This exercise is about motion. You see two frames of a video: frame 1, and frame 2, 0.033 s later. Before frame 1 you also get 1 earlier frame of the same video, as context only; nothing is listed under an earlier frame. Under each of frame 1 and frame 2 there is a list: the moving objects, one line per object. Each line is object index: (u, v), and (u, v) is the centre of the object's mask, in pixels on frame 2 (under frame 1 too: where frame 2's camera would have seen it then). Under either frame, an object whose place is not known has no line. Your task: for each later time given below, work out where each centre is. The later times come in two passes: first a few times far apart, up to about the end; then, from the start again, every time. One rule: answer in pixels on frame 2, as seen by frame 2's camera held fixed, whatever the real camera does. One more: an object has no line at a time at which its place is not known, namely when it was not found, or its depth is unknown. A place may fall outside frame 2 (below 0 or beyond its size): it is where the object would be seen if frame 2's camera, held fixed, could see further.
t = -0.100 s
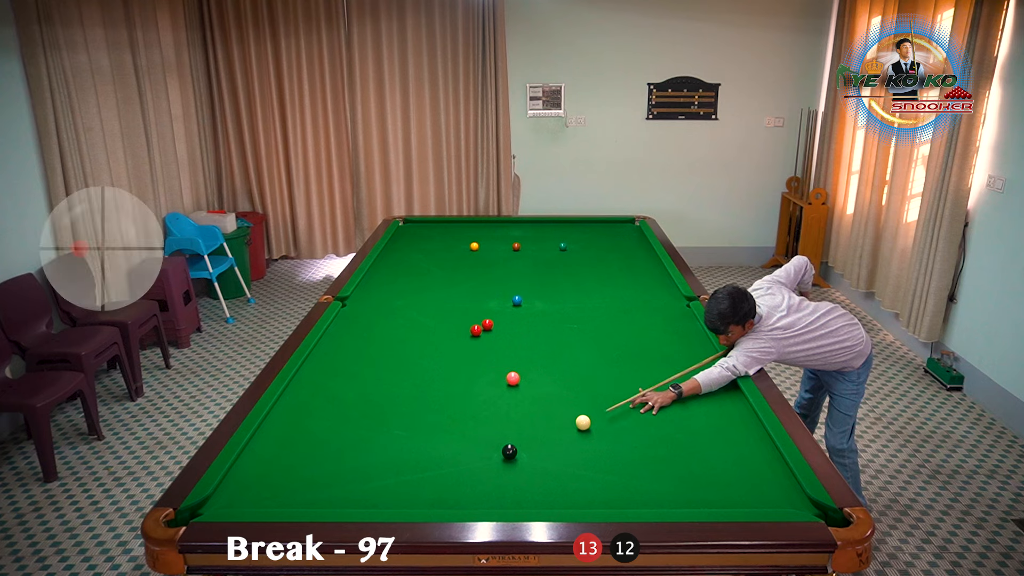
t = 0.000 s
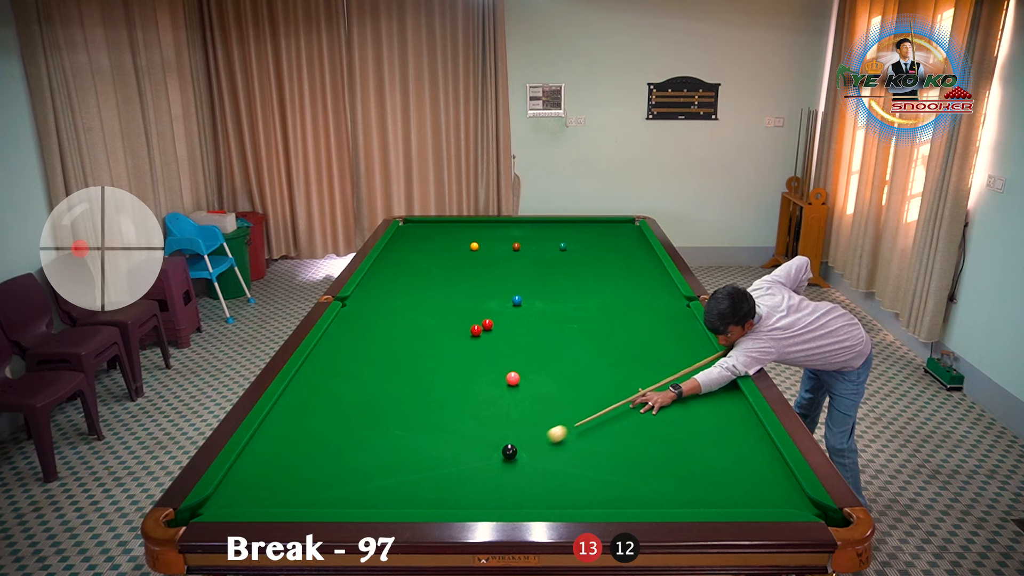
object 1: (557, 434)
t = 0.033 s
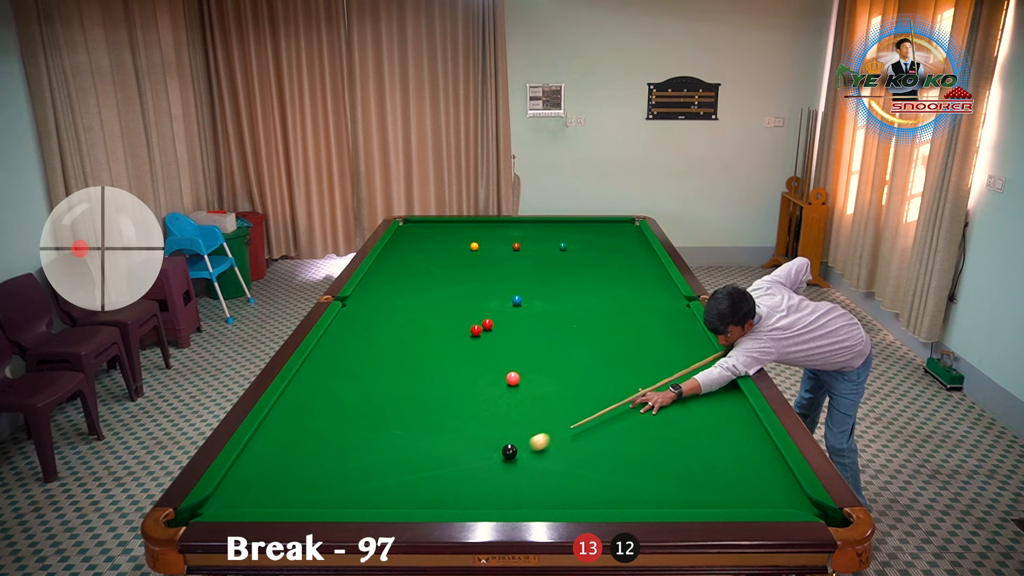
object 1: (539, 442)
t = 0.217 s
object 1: (528, 470)
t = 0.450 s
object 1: (521, 504)
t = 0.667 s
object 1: (529, 486)
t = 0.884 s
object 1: (537, 467)
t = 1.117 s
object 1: (544, 449)
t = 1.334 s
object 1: (550, 435)
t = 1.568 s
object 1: (556, 421)
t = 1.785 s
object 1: (560, 410)
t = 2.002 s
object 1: (564, 399)
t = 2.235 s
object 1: (568, 390)
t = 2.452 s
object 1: (572, 382)
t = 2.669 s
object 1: (575, 375)
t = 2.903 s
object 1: (577, 368)
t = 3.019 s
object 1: (579, 365)
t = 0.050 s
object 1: (531, 446)
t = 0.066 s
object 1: (525, 449)
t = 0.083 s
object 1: (526, 451)
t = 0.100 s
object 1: (527, 453)
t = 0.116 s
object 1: (528, 456)
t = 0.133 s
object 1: (528, 458)
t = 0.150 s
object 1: (528, 460)
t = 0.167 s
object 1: (529, 463)
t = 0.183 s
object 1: (529, 465)
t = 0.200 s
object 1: (528, 468)
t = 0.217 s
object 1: (528, 470)
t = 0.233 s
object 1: (527, 473)
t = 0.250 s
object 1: (527, 475)
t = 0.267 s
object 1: (527, 477)
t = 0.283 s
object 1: (526, 480)
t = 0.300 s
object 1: (525, 483)
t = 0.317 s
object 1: (525, 485)
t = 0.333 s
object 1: (524, 488)
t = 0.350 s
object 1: (524, 490)
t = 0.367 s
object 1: (523, 493)
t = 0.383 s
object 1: (523, 496)
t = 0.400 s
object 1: (523, 498)
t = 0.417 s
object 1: (522, 501)
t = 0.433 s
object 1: (522, 503)
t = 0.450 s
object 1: (521, 504)
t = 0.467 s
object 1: (521, 505)
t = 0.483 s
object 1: (522, 504)
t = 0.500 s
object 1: (523, 502)
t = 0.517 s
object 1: (523, 501)
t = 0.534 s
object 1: (524, 499)
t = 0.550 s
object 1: (525, 498)
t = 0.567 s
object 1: (525, 496)
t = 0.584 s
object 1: (526, 494)
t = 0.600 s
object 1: (527, 493)
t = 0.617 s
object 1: (527, 491)
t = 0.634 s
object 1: (528, 490)
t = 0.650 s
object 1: (528, 488)
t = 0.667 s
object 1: (529, 486)
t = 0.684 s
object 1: (530, 485)
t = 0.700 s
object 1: (530, 483)
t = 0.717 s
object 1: (531, 482)
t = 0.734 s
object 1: (532, 480)
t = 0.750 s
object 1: (532, 479)
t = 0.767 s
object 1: (533, 477)
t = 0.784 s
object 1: (533, 476)
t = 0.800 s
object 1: (534, 474)
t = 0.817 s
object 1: (534, 473)
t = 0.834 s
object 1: (535, 471)
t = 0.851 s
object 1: (536, 470)
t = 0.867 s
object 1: (536, 469)
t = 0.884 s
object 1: (537, 467)
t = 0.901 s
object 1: (537, 466)
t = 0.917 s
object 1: (538, 464)
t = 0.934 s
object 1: (539, 463)
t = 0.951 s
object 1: (539, 462)
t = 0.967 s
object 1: (540, 461)
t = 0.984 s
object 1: (540, 459)
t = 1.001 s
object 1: (541, 458)
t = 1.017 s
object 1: (541, 457)
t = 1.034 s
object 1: (542, 455)
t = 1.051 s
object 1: (542, 454)
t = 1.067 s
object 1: (543, 453)
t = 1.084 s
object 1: (543, 452)
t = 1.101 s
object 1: (544, 451)
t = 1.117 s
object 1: (544, 449)
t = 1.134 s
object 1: (545, 448)
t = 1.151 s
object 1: (545, 447)
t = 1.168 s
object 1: (546, 446)
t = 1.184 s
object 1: (546, 445)
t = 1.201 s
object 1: (547, 444)
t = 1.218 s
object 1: (547, 442)
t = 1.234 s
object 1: (548, 441)
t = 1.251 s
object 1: (548, 440)
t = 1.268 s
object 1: (549, 439)
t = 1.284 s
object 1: (549, 438)
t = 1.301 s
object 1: (549, 437)
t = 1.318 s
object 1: (550, 436)
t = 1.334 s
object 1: (550, 435)
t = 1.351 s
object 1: (551, 434)
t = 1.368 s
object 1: (551, 433)
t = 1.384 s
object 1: (552, 432)
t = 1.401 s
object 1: (552, 431)
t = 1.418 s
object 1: (552, 430)
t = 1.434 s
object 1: (553, 429)
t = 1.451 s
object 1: (553, 428)
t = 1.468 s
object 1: (554, 427)
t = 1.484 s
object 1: (554, 426)
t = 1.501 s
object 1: (554, 425)
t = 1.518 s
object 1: (555, 424)
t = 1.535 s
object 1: (555, 423)
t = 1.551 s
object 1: (556, 422)
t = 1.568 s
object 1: (556, 421)
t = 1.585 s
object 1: (556, 420)
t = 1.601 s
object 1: (557, 419)
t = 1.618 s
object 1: (557, 418)
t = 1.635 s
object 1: (557, 417)
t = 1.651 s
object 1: (558, 416)
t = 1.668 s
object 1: (558, 416)
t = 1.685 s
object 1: (559, 415)
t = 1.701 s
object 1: (559, 414)
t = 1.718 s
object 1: (559, 413)
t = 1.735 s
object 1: (559, 412)
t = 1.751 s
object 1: (560, 411)
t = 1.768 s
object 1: (560, 410)
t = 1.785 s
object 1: (560, 410)
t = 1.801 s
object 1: (561, 409)
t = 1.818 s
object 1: (561, 408)
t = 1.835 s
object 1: (561, 407)
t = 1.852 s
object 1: (562, 406)
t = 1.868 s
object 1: (562, 405)
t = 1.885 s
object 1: (562, 405)
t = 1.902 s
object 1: (563, 404)
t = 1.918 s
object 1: (563, 403)
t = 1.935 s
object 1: (563, 402)
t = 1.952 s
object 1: (564, 402)
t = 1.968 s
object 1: (564, 401)
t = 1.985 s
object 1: (564, 400)
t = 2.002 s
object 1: (564, 399)
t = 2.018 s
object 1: (565, 399)
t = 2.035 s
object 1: (565, 398)
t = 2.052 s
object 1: (565, 397)
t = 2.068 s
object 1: (566, 396)
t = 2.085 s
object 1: (566, 396)
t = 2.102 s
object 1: (566, 395)
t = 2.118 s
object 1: (566, 394)
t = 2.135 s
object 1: (567, 394)
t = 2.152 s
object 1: (567, 393)
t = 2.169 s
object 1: (567, 392)
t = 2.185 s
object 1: (567, 392)
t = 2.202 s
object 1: (568, 391)
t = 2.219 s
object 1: (568, 390)
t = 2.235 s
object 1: (568, 390)
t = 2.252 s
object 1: (569, 389)
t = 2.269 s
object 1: (569, 388)
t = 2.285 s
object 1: (569, 388)
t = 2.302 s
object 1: (569, 387)
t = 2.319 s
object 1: (570, 387)
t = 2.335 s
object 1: (570, 386)
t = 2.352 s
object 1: (570, 385)
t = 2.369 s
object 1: (570, 385)
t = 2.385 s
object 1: (571, 384)
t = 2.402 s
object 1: (571, 383)
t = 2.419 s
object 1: (571, 383)
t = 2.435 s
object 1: (571, 382)
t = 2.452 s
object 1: (572, 382)
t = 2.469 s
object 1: (572, 381)
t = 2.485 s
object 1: (572, 381)
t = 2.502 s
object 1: (572, 380)
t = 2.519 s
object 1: (573, 379)
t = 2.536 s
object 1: (573, 379)
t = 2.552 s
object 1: (573, 378)
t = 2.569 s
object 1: (573, 378)
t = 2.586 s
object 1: (574, 377)
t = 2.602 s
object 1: (574, 377)
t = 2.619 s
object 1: (574, 376)
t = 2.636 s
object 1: (574, 376)
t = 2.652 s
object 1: (574, 375)
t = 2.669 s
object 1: (575, 375)
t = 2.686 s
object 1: (575, 374)
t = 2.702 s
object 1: (575, 374)
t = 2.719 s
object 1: (575, 373)
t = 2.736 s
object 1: (575, 373)
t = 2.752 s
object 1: (576, 372)
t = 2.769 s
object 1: (576, 372)
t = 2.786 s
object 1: (576, 371)
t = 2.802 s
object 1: (576, 371)
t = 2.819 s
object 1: (576, 370)
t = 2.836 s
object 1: (577, 370)
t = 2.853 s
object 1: (577, 370)
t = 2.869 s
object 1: (577, 369)
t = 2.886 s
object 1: (577, 369)
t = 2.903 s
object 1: (577, 368)
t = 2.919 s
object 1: (578, 368)
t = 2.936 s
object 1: (578, 367)
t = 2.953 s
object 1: (578, 367)
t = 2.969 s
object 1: (578, 366)
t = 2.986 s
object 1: (578, 366)
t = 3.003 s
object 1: (578, 366)
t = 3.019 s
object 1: (579, 365)
